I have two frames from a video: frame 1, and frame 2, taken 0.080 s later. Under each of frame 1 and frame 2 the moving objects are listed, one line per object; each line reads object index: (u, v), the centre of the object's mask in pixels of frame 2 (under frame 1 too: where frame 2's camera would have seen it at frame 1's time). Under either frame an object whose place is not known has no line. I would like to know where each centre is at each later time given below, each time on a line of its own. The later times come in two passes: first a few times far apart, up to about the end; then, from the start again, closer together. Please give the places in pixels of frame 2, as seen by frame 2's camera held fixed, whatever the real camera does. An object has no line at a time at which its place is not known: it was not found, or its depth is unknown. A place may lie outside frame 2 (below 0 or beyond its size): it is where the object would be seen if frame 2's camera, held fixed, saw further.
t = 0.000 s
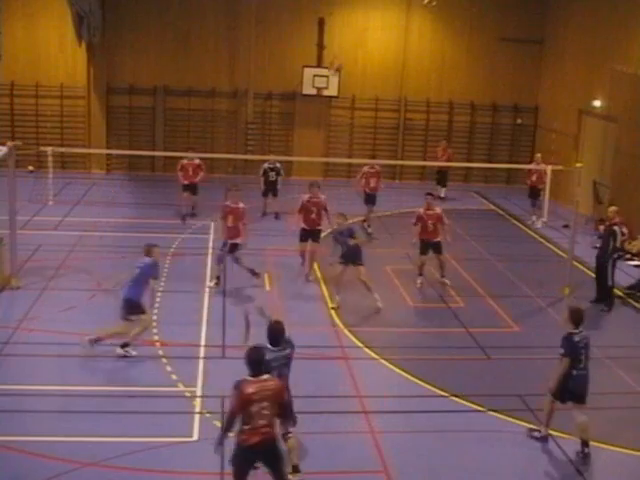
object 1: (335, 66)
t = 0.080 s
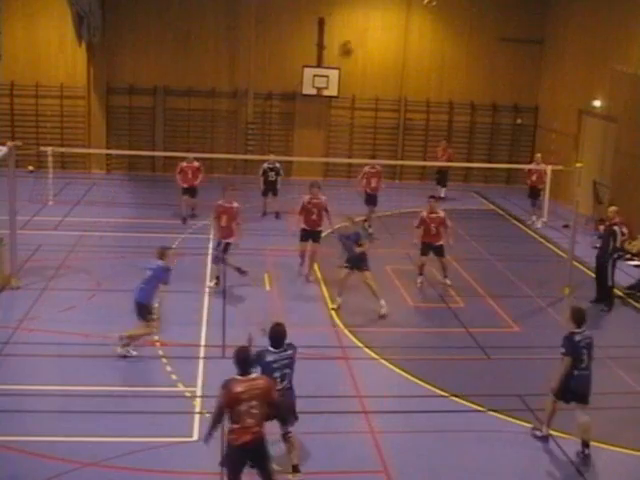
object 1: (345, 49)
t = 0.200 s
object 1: (361, 35)
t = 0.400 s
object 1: (382, 36)
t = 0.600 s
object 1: (398, 61)
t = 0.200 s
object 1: (361, 35)
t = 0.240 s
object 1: (366, 33)
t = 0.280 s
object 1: (370, 32)
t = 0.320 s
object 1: (375, 32)
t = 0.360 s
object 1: (378, 33)
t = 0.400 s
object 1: (382, 36)
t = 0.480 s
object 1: (388, 44)
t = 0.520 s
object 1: (391, 50)
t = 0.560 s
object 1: (394, 56)
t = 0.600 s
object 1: (398, 61)
